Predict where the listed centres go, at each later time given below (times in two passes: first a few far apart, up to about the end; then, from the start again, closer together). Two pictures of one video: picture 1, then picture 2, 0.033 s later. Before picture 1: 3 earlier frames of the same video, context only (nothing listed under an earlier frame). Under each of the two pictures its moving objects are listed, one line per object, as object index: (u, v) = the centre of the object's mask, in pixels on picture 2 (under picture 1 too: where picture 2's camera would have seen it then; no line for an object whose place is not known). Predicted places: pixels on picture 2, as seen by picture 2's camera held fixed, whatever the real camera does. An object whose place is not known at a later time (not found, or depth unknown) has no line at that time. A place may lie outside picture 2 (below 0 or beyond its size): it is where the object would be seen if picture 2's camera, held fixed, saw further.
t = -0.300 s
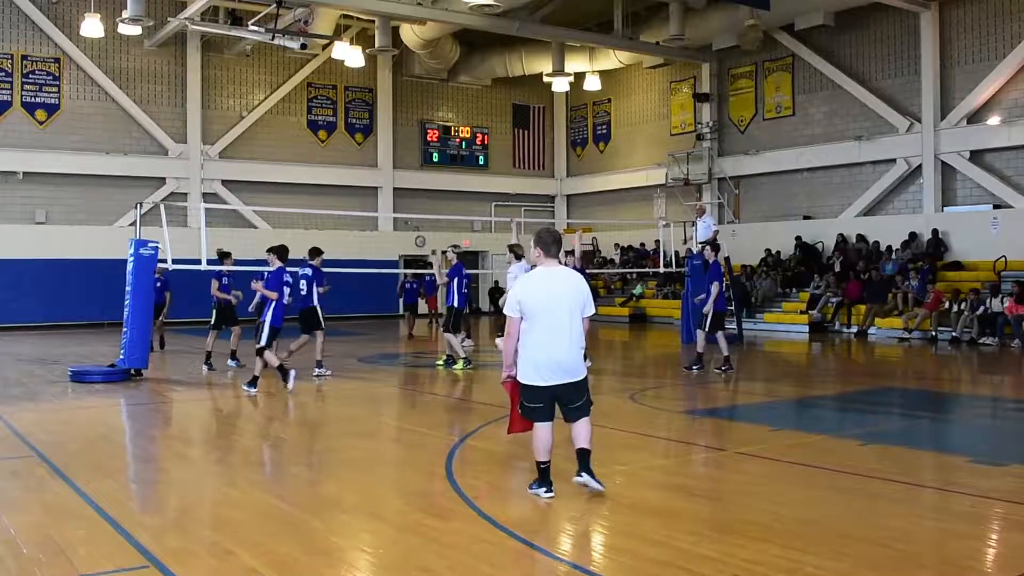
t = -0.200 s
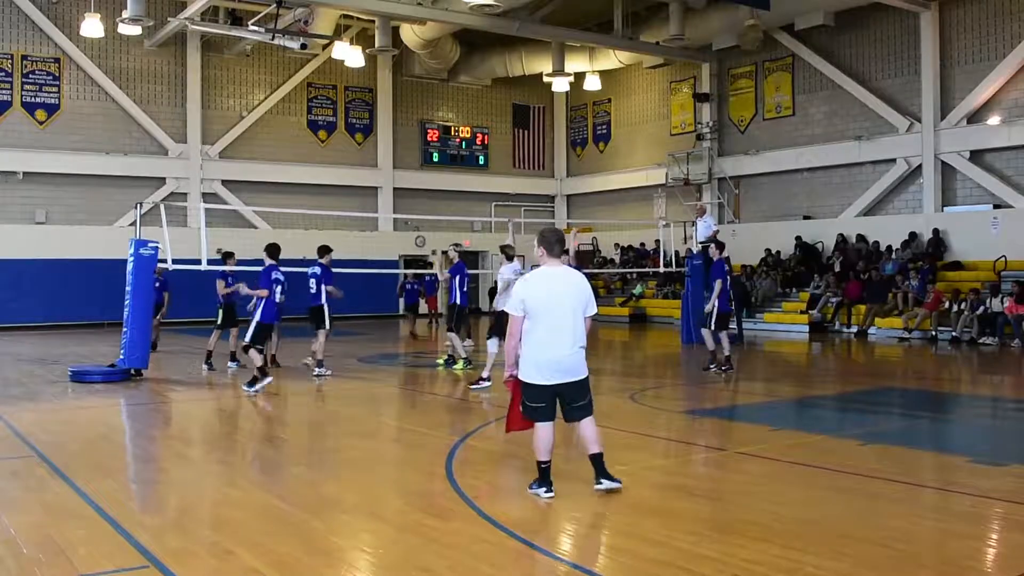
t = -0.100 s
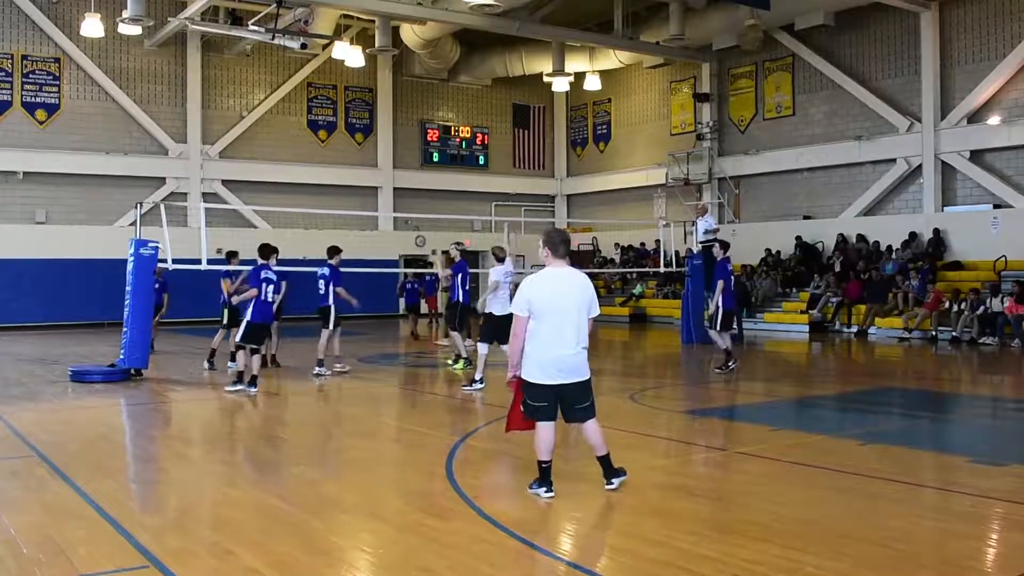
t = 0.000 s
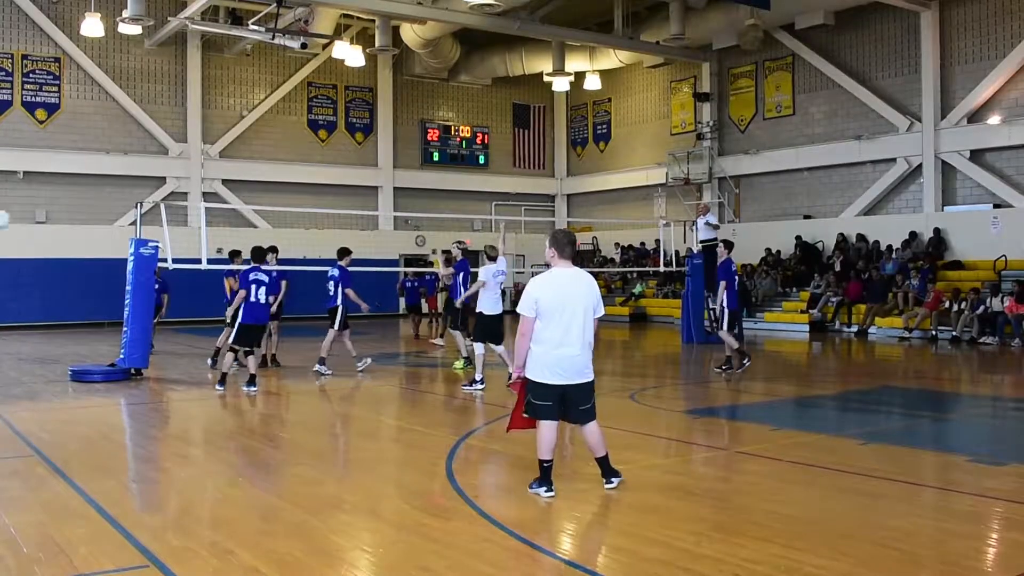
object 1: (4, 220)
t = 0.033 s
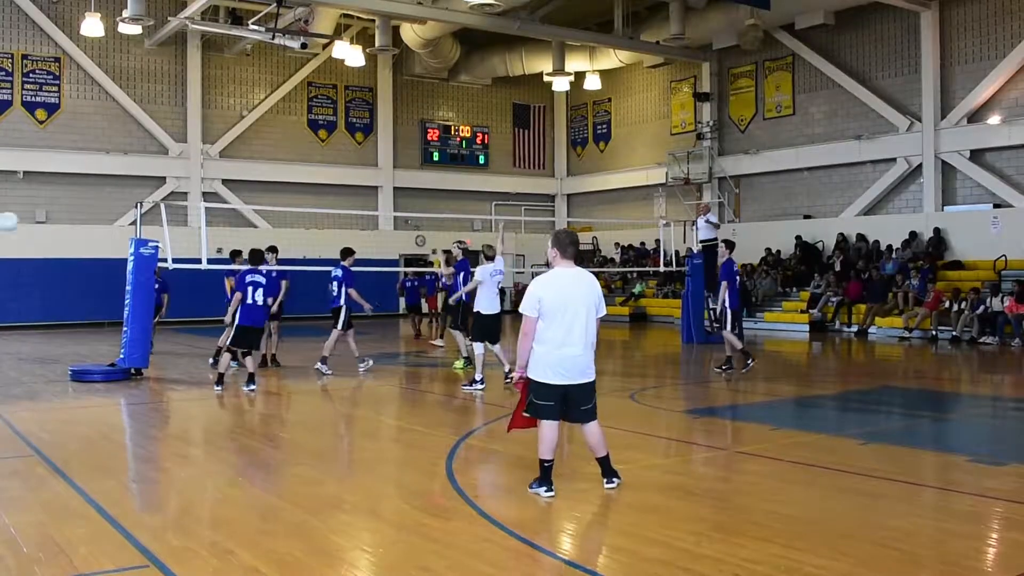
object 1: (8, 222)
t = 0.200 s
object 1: (53, 248)
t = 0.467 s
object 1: (122, 340)
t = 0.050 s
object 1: (12, 223)
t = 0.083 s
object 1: (22, 227)
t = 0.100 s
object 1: (25, 228)
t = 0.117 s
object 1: (30, 230)
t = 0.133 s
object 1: (33, 232)
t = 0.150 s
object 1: (36, 234)
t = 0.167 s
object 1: (43, 238)
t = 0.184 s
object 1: (48, 243)
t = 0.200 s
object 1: (53, 248)
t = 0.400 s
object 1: (106, 311)
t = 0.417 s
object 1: (110, 318)
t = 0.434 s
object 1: (114, 325)
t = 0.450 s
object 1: (118, 332)
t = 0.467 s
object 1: (122, 340)
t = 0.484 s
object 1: (126, 347)
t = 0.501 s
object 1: (131, 355)
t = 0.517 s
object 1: (135, 364)
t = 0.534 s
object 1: (139, 372)
